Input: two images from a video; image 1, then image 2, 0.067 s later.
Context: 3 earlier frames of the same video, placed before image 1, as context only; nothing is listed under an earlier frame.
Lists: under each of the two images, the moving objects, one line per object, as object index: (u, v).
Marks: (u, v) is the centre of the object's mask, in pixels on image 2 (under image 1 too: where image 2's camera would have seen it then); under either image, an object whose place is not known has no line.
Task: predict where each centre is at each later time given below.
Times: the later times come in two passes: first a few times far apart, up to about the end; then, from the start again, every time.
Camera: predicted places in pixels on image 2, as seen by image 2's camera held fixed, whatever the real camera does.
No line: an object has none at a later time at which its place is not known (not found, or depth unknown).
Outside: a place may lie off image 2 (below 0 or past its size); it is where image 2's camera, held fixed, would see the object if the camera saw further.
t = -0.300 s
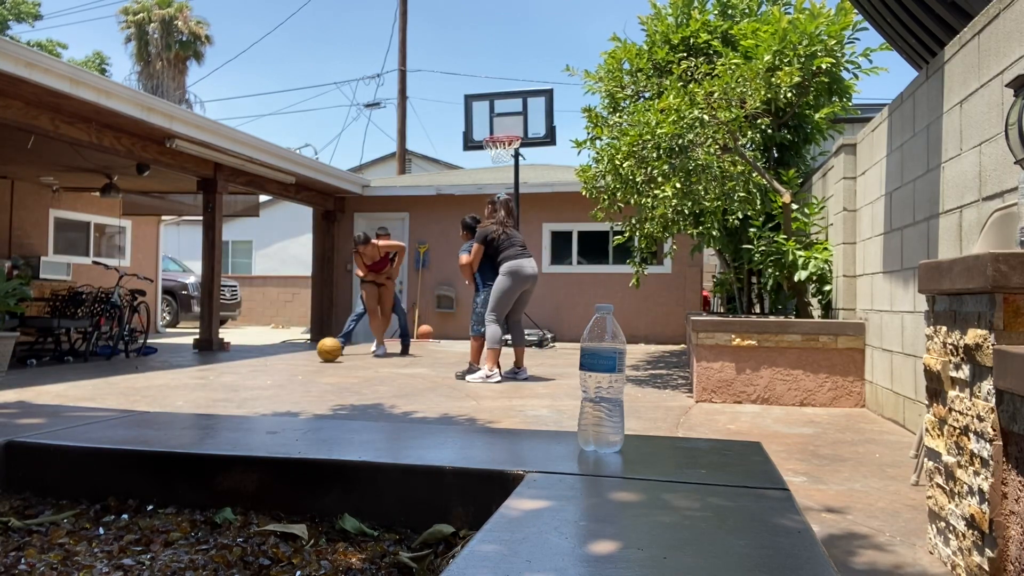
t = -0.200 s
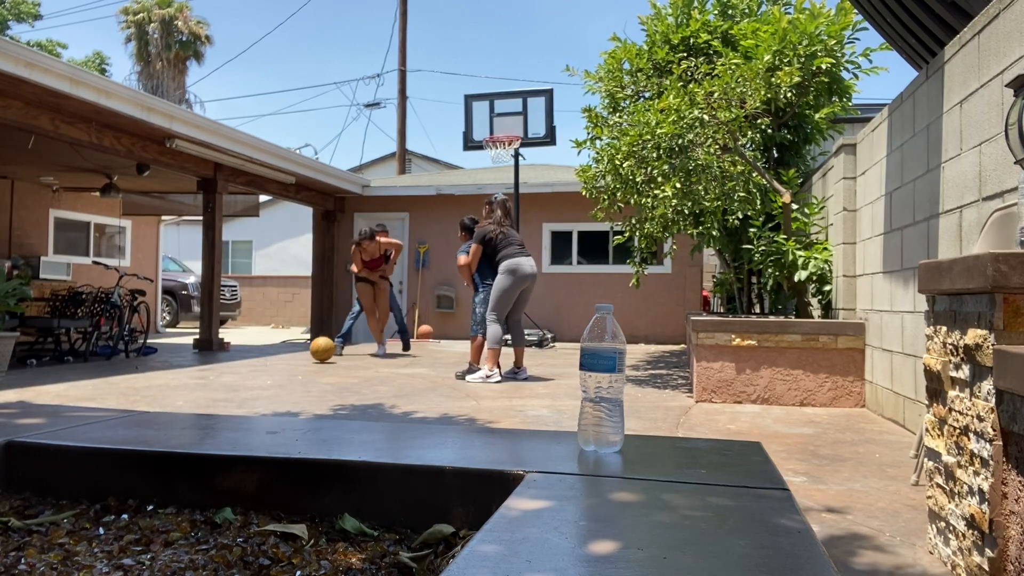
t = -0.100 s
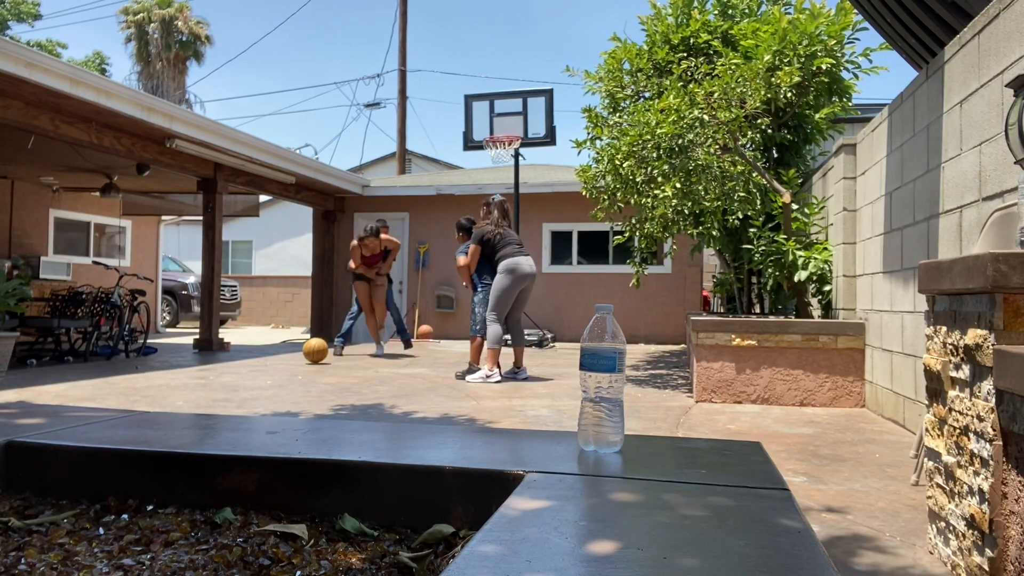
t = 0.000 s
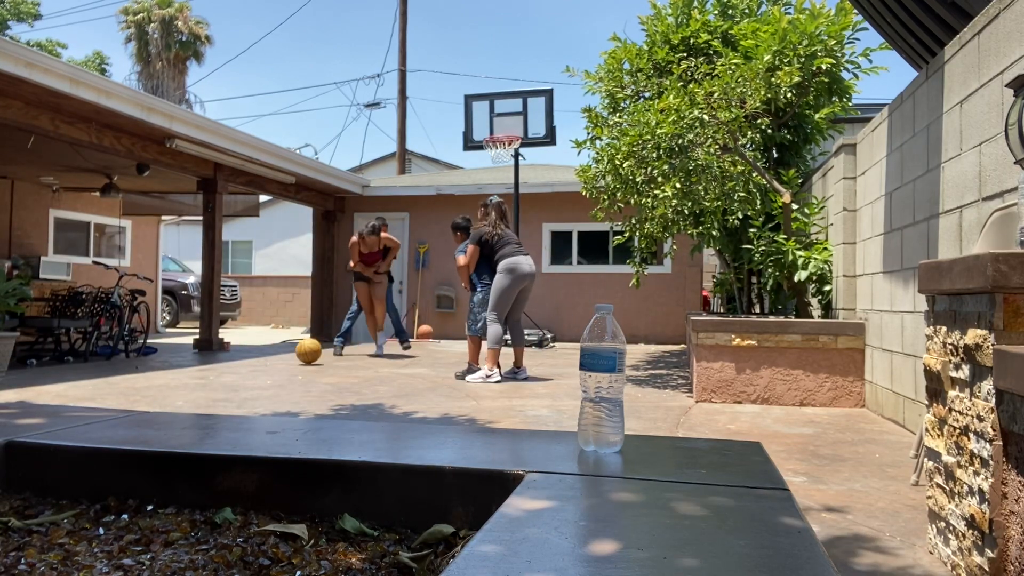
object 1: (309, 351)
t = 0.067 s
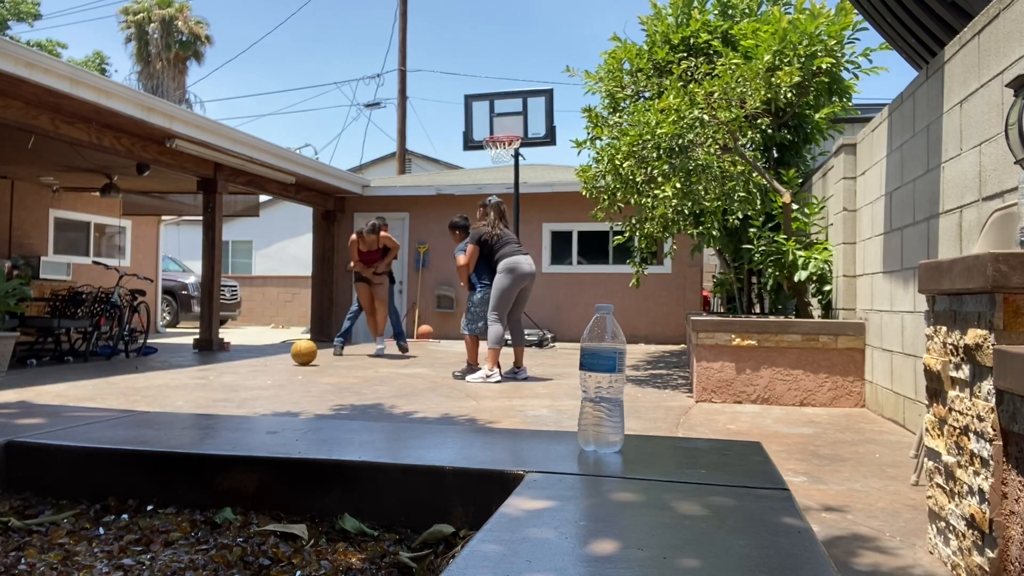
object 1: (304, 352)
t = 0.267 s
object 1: (290, 354)
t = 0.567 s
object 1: (268, 356)
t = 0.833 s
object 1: (249, 358)
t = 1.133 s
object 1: (226, 360)
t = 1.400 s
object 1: (206, 362)
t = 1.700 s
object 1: (184, 365)
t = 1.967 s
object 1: (163, 368)
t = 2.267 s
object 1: (139, 372)
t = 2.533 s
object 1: (116, 375)
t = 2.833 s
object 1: (87, 380)
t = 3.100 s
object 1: (60, 384)
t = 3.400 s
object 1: (28, 386)
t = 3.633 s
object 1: (14, 388)
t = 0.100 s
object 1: (301, 352)
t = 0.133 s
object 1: (299, 353)
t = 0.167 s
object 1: (297, 353)
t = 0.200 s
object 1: (294, 354)
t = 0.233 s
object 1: (292, 354)
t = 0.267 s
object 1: (290, 354)
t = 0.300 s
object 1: (287, 354)
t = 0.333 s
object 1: (285, 354)
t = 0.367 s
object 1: (282, 355)
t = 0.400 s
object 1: (280, 355)
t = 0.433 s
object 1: (278, 355)
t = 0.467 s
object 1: (275, 356)
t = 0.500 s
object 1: (273, 356)
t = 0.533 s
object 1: (270, 356)
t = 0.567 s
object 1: (268, 356)
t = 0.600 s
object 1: (265, 357)
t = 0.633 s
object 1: (263, 357)
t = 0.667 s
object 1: (261, 357)
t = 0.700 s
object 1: (258, 357)
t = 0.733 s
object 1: (256, 358)
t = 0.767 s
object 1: (254, 358)
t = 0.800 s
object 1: (251, 358)
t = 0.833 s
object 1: (249, 358)
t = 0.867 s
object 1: (246, 358)
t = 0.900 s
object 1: (244, 359)
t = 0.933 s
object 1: (241, 359)
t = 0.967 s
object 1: (239, 359)
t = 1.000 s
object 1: (236, 359)
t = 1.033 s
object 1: (234, 359)
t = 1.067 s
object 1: (231, 360)
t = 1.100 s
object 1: (229, 360)
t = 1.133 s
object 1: (226, 360)
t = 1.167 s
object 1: (224, 360)
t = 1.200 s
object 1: (221, 361)
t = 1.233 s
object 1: (219, 361)
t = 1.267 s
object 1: (216, 361)
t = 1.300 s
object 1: (213, 361)
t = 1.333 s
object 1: (211, 362)
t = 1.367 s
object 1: (208, 362)
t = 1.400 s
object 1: (206, 362)
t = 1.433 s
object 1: (203, 362)
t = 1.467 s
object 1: (201, 363)
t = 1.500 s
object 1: (198, 363)
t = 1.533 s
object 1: (196, 363)
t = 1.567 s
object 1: (193, 364)
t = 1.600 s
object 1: (191, 364)
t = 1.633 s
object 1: (188, 364)
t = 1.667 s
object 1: (186, 365)
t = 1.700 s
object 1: (184, 365)
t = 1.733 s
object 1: (181, 365)
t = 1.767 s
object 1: (178, 365)
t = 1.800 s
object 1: (176, 366)
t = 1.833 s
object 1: (173, 366)
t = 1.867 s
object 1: (171, 366)
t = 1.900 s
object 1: (169, 367)
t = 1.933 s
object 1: (166, 367)
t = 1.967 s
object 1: (163, 368)
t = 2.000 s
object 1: (160, 368)
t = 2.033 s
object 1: (158, 369)
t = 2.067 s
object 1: (155, 369)
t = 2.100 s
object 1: (153, 370)
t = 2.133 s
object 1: (150, 370)
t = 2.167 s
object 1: (148, 371)
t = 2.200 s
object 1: (145, 371)
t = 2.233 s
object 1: (142, 371)
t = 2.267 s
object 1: (139, 372)
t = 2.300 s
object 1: (137, 372)
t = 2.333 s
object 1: (134, 373)
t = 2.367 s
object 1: (131, 373)
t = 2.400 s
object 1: (128, 374)
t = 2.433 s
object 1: (125, 374)
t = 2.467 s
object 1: (122, 374)
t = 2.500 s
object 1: (119, 375)
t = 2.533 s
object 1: (116, 375)
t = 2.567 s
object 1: (113, 376)
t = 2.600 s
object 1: (110, 376)
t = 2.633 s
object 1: (107, 377)
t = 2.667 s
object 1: (103, 377)
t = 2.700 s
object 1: (100, 378)
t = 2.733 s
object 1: (97, 378)
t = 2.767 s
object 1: (93, 379)
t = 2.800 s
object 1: (90, 380)
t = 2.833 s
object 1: (87, 380)
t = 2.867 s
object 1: (83, 381)
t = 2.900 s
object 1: (80, 381)
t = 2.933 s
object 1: (77, 382)
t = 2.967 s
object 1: (73, 382)
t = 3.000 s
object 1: (70, 383)
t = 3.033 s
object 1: (67, 383)
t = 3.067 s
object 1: (63, 383)
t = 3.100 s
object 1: (60, 384)
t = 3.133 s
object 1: (56, 384)
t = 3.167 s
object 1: (53, 385)
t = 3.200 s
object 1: (49, 385)
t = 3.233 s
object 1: (46, 385)
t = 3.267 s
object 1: (42, 385)
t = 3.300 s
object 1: (39, 386)
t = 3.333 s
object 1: (35, 386)
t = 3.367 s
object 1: (32, 386)
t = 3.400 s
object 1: (28, 386)
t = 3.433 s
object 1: (25, 387)
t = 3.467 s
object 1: (23, 387)
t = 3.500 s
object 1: (21, 387)
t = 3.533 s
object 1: (19, 387)
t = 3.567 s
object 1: (17, 387)
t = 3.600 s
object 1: (15, 387)
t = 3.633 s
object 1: (14, 388)
